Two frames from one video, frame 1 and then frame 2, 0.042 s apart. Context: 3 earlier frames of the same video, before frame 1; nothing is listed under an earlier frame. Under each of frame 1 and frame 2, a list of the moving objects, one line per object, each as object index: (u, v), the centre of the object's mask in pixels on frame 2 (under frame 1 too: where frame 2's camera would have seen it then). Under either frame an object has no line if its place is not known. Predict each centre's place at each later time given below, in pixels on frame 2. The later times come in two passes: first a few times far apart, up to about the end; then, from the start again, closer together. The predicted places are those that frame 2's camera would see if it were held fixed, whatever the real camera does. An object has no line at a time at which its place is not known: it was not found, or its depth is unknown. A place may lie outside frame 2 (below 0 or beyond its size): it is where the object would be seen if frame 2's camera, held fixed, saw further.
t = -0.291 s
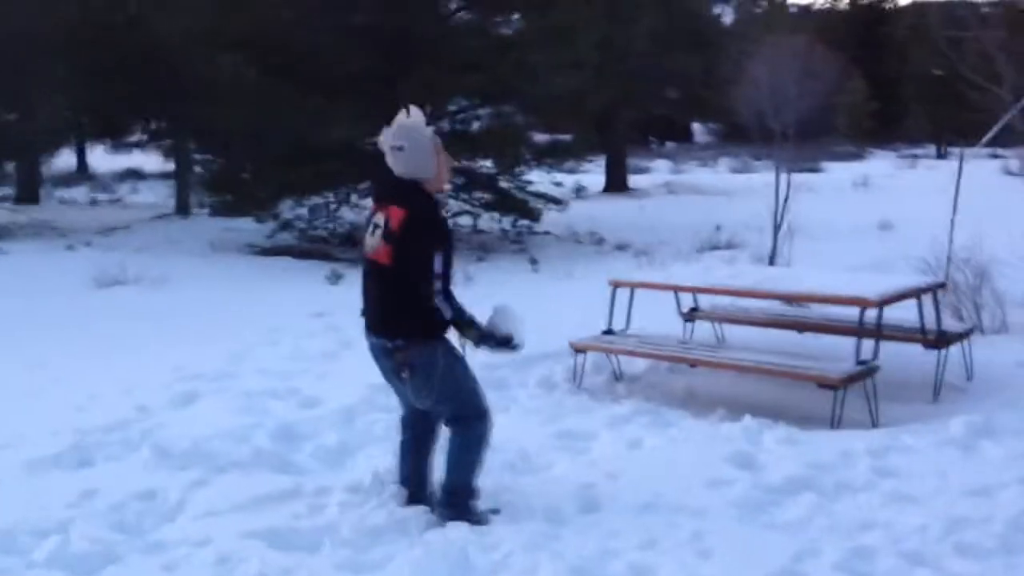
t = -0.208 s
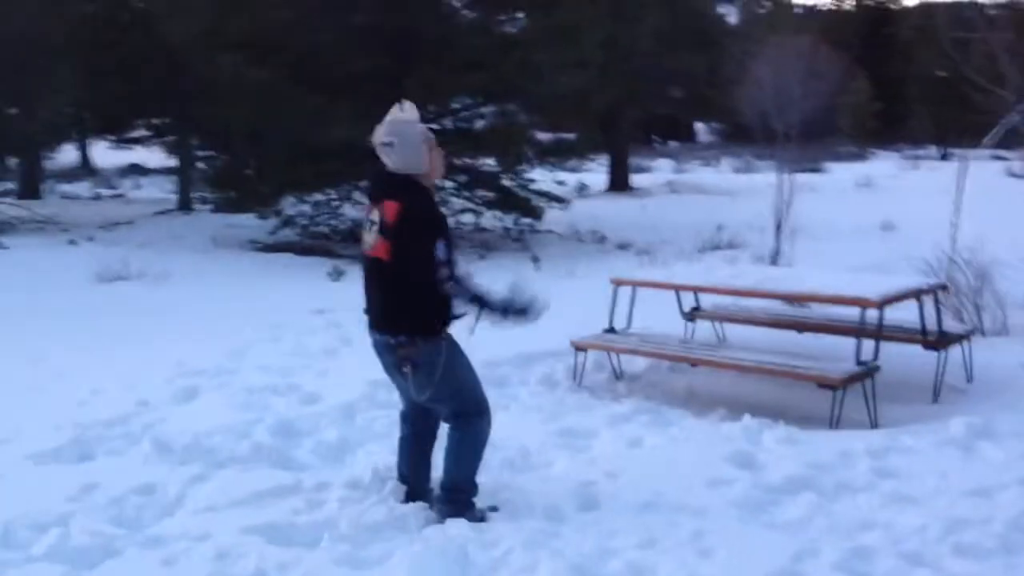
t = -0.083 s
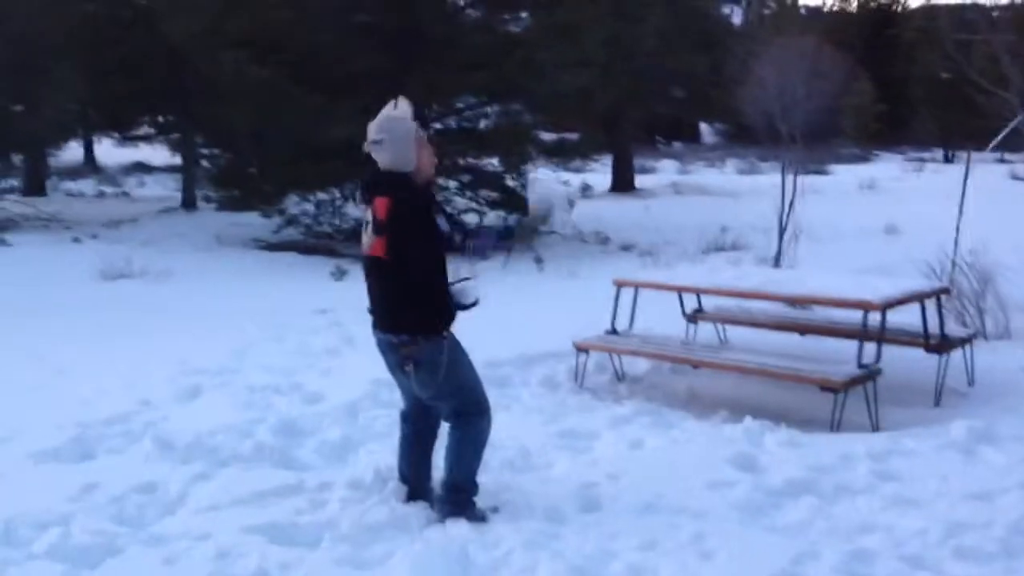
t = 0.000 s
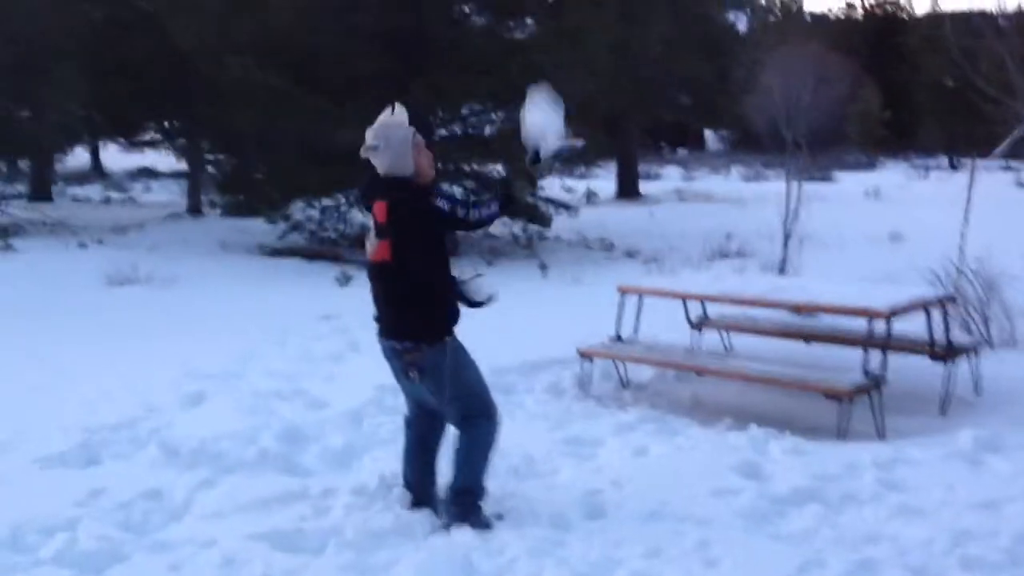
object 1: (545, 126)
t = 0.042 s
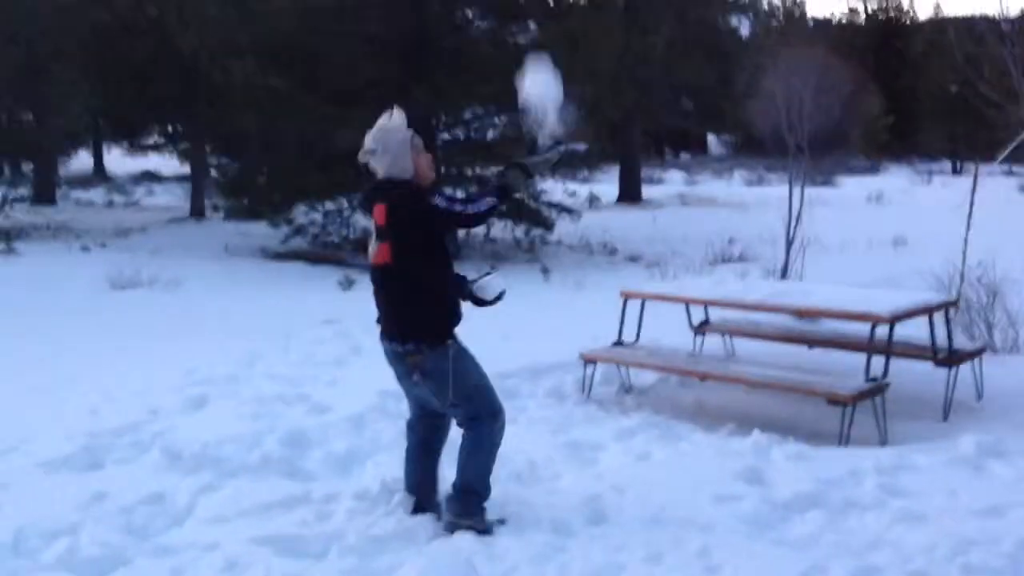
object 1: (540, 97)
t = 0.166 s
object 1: (529, 0)
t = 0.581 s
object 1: (502, 2)
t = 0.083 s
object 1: (539, 68)
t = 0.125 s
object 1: (532, 23)
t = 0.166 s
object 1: (529, 0)
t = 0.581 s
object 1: (502, 2)
